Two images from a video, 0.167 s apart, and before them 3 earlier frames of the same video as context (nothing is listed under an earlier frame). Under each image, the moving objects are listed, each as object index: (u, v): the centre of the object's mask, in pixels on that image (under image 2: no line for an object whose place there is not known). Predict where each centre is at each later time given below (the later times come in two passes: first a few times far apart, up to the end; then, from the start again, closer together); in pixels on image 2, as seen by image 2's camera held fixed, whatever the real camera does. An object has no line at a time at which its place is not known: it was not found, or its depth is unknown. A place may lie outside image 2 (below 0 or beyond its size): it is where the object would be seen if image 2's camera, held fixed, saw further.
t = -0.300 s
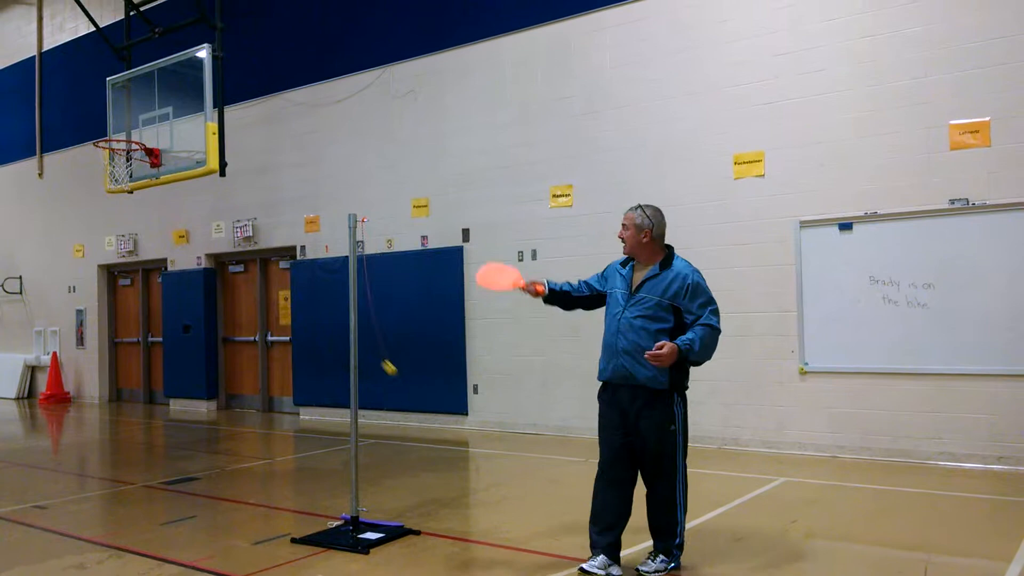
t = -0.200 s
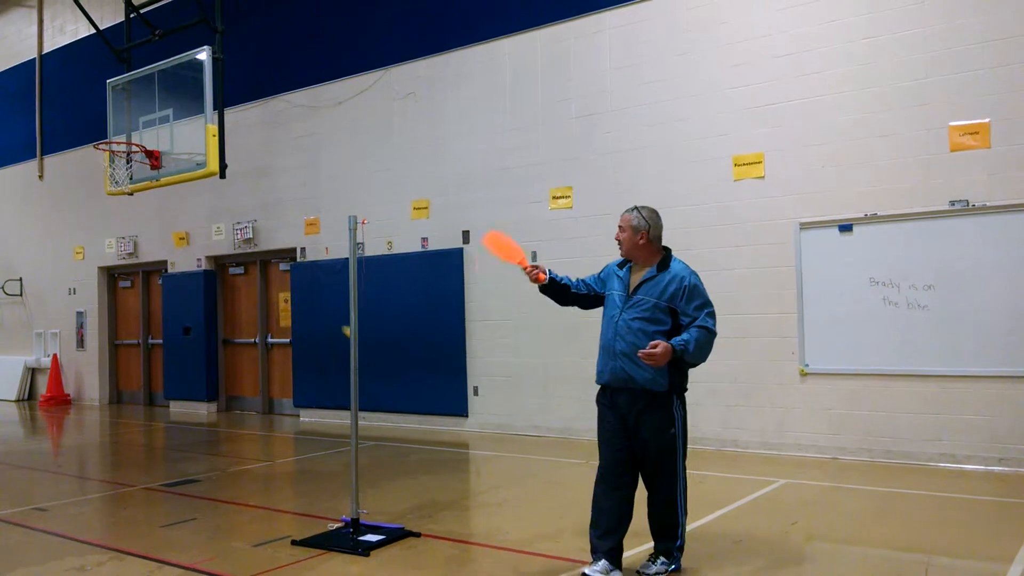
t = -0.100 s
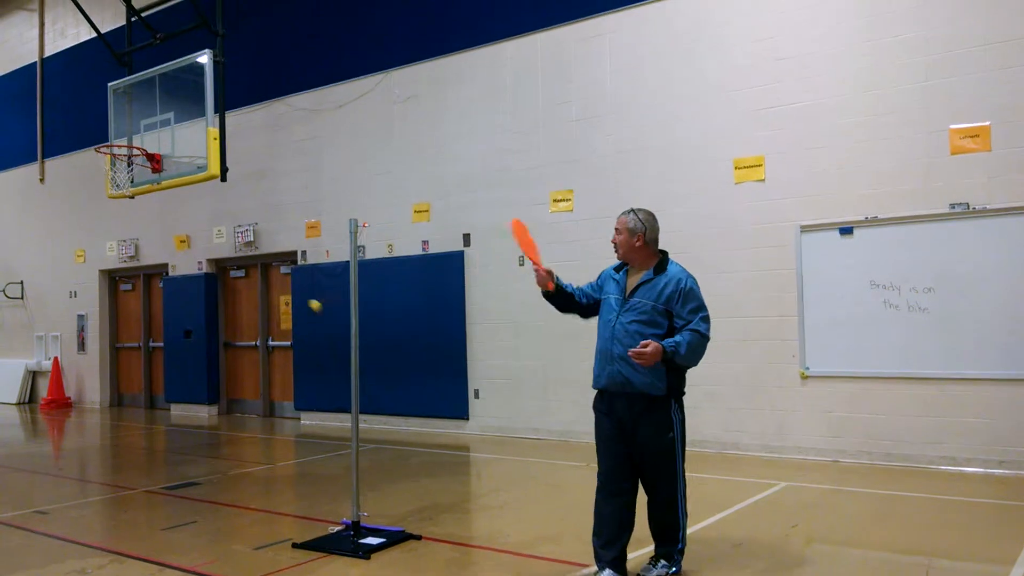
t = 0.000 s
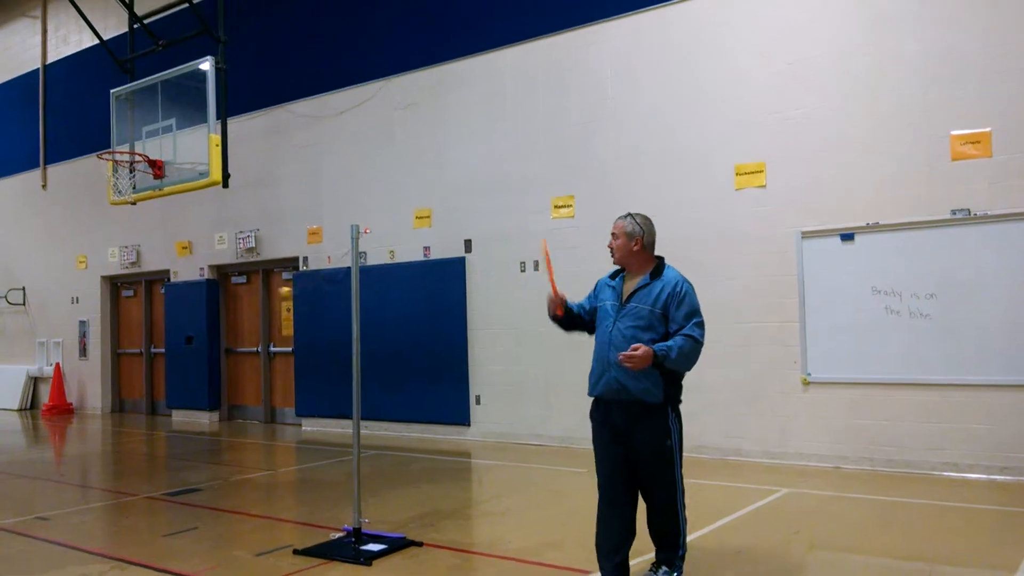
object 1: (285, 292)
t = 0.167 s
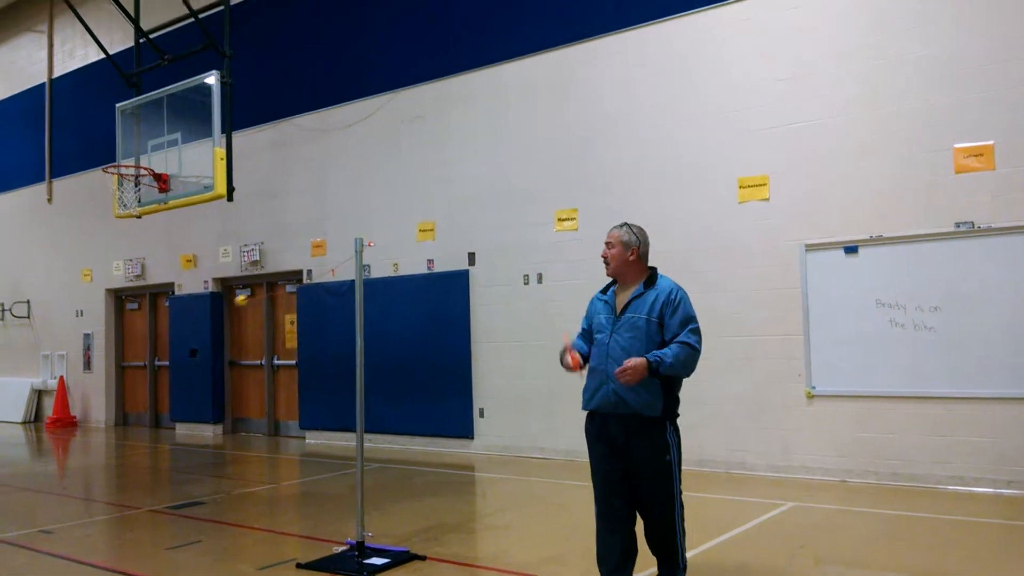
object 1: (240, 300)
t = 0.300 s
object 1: (206, 323)
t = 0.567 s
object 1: (180, 431)
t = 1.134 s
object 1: (515, 442)
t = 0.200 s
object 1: (231, 304)
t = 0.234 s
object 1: (222, 308)
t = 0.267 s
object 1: (214, 315)
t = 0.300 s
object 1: (206, 323)
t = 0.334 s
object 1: (198, 332)
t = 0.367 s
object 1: (191, 343)
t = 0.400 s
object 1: (185, 355)
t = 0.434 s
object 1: (182, 368)
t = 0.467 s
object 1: (179, 383)
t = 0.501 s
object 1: (178, 399)
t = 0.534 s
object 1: (178, 414)
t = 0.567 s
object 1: (180, 431)
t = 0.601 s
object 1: (186, 448)
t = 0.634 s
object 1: (193, 464)
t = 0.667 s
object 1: (202, 479)
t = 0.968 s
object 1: (403, 510)
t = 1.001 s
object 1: (430, 497)
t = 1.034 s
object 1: (454, 485)
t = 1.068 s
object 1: (476, 471)
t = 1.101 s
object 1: (498, 456)
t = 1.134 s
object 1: (515, 442)
